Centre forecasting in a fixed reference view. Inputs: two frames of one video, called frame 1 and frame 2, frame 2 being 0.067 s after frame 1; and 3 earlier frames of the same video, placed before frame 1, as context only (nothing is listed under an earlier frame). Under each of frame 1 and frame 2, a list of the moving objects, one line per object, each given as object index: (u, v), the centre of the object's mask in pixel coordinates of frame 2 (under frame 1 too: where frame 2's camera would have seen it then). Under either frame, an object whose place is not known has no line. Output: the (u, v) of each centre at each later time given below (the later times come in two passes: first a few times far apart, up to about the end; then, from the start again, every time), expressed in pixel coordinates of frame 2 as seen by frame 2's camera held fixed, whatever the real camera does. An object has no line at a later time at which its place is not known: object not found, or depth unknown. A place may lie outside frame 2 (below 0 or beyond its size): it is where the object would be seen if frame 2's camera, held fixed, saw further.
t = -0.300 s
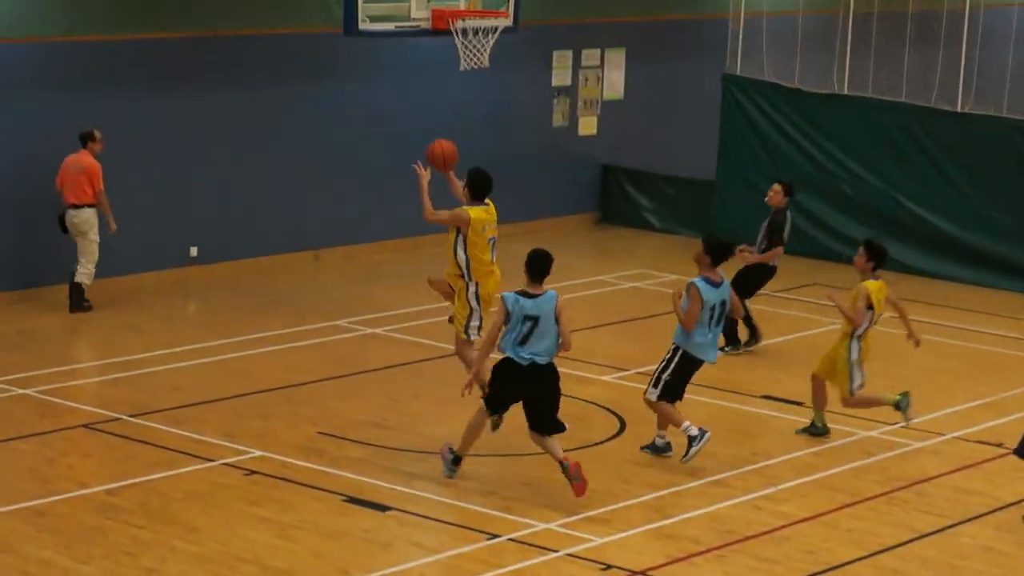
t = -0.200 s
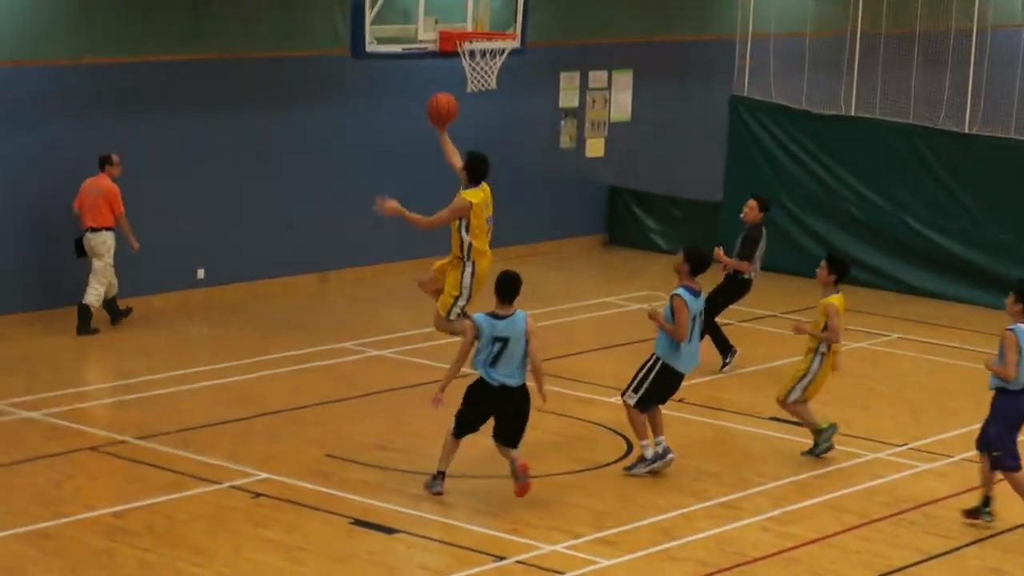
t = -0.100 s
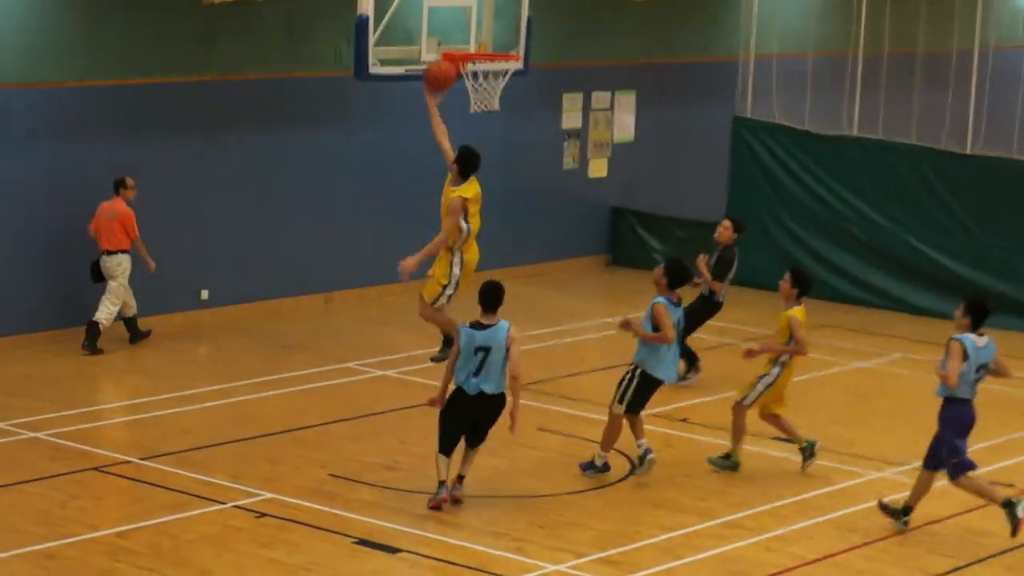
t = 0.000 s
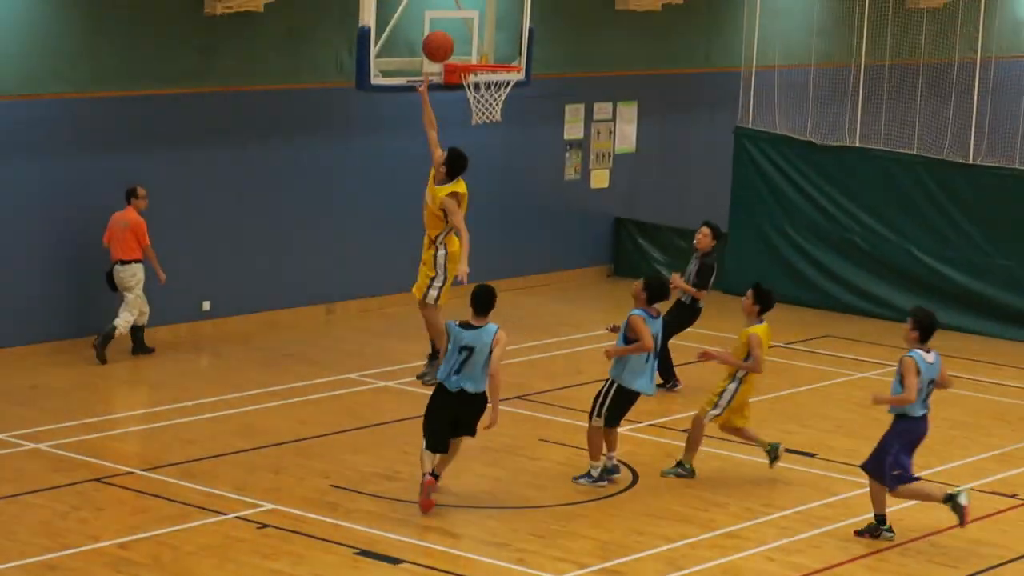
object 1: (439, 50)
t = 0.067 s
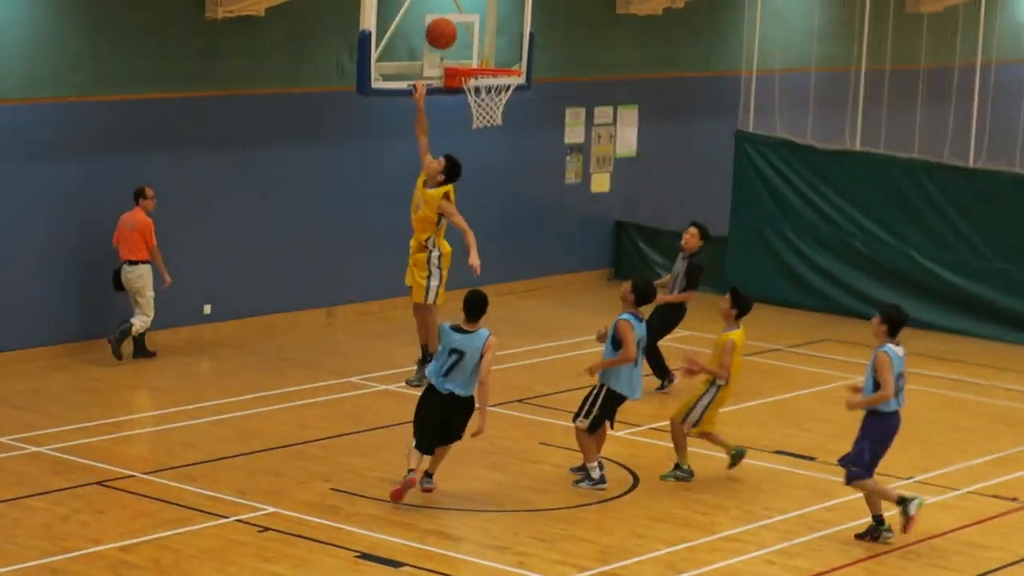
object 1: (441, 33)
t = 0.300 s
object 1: (495, 32)
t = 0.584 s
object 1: (535, 49)
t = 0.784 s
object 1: (551, 89)
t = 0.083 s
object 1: (445, 31)
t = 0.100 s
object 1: (449, 29)
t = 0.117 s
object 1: (453, 27)
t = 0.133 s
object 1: (457, 26)
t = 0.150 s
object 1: (461, 25)
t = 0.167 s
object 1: (464, 24)
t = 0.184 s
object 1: (469, 24)
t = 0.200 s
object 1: (472, 24)
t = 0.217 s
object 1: (476, 25)
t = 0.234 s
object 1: (480, 26)
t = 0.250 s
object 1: (484, 27)
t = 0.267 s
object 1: (488, 28)
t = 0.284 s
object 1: (492, 30)
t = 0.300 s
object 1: (495, 32)
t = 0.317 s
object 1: (499, 35)
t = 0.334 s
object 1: (502, 38)
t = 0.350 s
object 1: (506, 41)
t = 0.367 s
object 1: (510, 45)
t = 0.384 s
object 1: (514, 49)
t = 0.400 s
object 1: (517, 53)
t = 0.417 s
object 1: (519, 56)
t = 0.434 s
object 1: (521, 54)
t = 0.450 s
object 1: (522, 52)
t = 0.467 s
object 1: (524, 50)
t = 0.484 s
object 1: (525, 49)
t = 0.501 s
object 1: (527, 48)
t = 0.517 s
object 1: (529, 48)
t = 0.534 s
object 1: (530, 48)
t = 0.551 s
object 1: (532, 48)
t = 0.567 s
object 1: (533, 48)
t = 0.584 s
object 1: (535, 49)
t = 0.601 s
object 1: (536, 50)
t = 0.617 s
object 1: (537, 51)
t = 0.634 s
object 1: (539, 55)
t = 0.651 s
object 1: (541, 57)
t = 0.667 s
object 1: (542, 60)
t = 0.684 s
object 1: (543, 63)
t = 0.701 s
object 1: (544, 66)
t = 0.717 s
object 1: (546, 70)
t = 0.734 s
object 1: (547, 74)
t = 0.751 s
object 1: (548, 78)
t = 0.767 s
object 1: (549, 83)
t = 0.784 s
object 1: (551, 89)
